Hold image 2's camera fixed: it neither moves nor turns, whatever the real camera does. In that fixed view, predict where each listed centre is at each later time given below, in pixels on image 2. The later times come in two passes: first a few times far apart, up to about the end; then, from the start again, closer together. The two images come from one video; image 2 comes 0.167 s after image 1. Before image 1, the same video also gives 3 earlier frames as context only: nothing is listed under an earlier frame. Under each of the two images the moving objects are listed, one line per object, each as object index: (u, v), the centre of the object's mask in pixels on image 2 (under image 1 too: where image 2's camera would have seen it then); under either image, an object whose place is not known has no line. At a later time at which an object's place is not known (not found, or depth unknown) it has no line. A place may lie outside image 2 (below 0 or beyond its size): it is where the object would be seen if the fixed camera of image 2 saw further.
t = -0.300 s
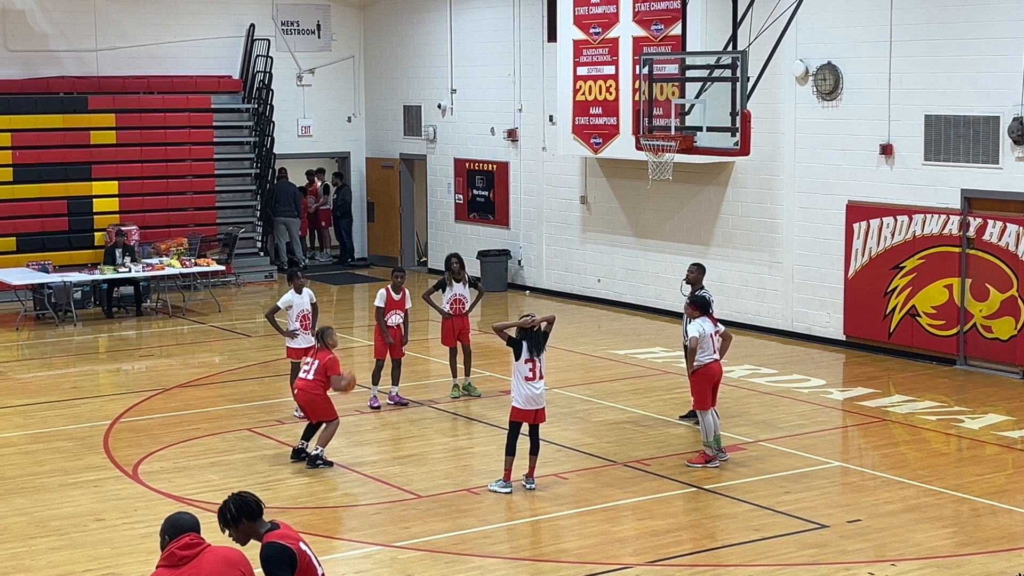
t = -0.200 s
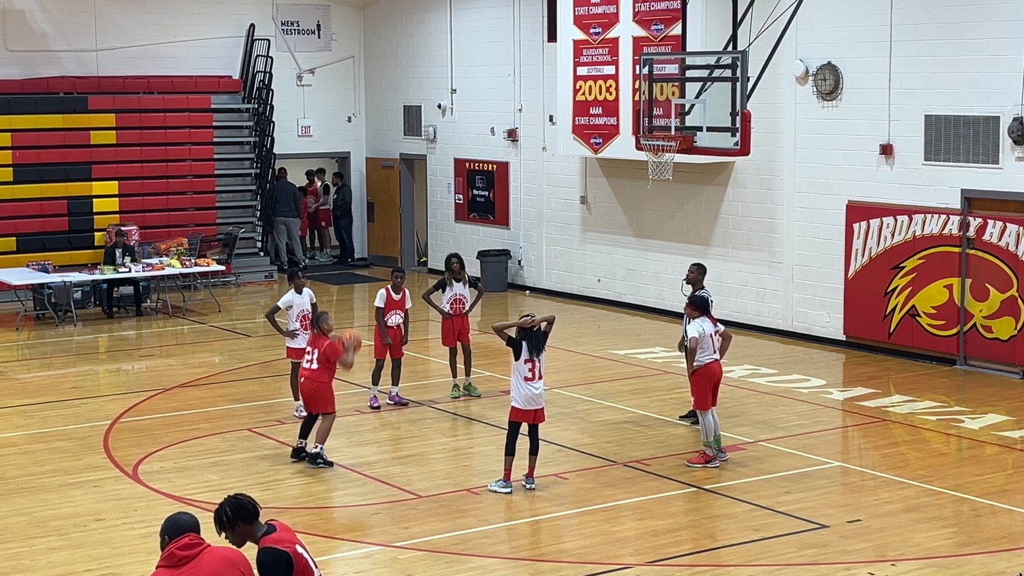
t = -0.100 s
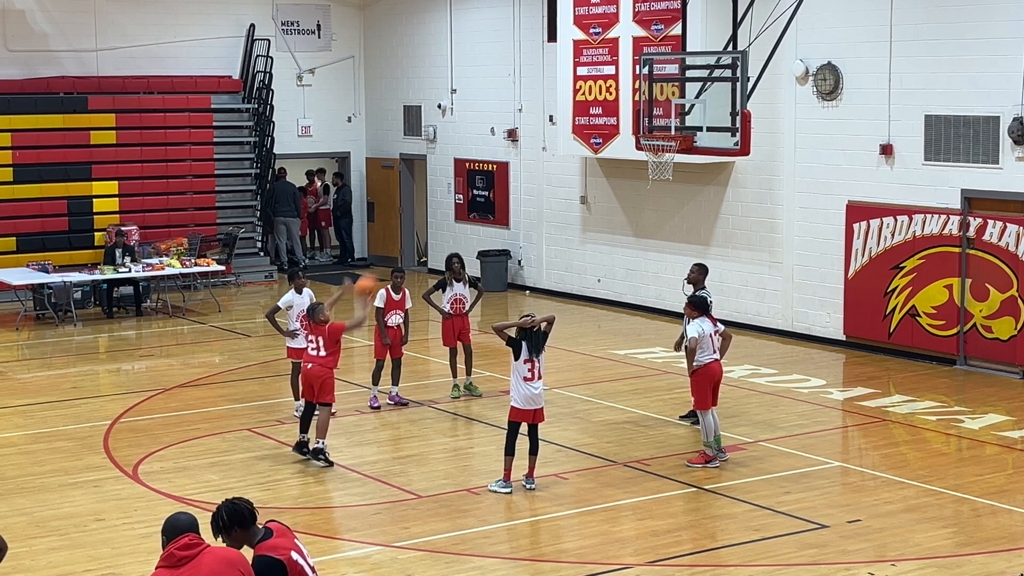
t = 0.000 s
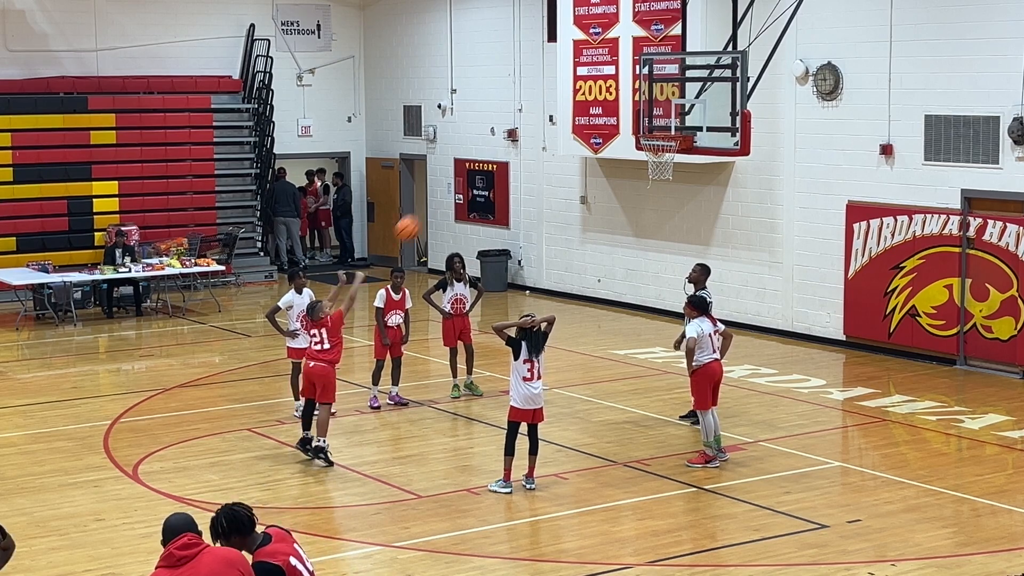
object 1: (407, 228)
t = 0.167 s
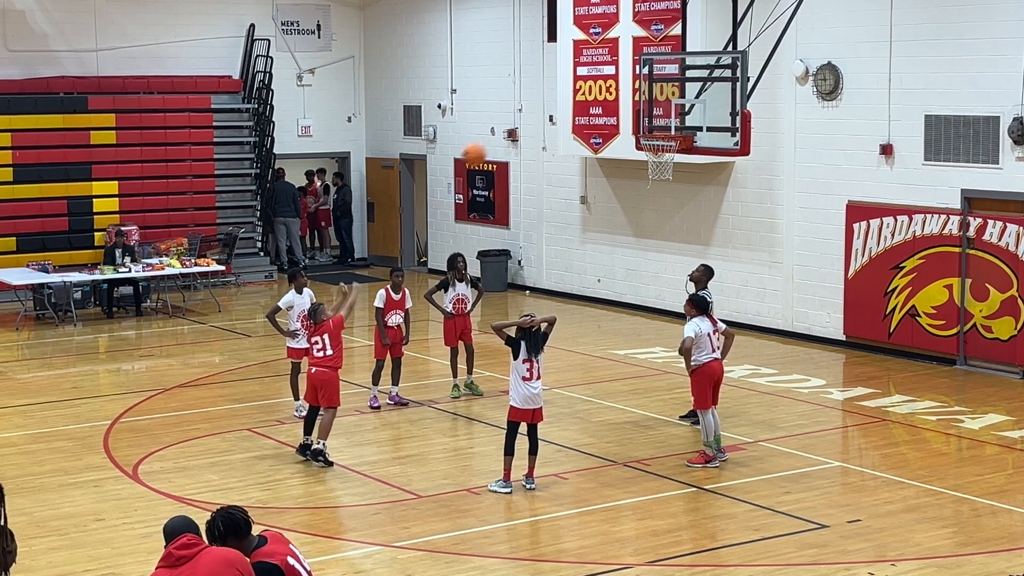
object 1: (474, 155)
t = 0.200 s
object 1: (487, 144)
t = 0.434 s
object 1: (571, 98)
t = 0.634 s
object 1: (639, 100)
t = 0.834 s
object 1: (655, 130)
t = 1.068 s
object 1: (671, 155)
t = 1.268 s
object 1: (676, 160)
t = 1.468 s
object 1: (662, 184)
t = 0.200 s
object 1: (487, 144)
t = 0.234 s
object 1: (499, 134)
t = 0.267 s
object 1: (512, 126)
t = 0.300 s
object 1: (524, 117)
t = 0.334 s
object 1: (536, 111)
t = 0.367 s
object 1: (548, 105)
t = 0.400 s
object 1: (559, 101)
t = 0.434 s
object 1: (571, 98)
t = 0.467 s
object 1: (582, 95)
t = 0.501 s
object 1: (595, 93)
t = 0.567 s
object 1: (617, 95)
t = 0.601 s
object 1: (628, 97)
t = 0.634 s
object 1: (639, 100)
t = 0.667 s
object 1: (649, 103)
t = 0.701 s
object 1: (661, 108)
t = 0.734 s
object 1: (671, 113)
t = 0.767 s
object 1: (674, 119)
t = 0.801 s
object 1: (664, 126)
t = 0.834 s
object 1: (655, 130)
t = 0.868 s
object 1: (650, 133)
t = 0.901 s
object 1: (652, 146)
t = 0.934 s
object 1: (655, 150)
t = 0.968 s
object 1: (659, 154)
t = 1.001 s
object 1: (663, 155)
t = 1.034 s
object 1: (666, 155)
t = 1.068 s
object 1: (671, 155)
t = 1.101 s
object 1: (673, 152)
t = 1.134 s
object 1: (675, 156)
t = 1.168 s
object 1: (676, 156)
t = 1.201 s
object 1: (676, 157)
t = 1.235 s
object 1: (676, 158)
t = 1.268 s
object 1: (676, 160)
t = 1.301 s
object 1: (676, 163)
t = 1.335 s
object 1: (673, 165)
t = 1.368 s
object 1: (671, 169)
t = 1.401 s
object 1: (669, 179)
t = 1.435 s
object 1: (665, 181)
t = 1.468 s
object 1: (662, 184)
